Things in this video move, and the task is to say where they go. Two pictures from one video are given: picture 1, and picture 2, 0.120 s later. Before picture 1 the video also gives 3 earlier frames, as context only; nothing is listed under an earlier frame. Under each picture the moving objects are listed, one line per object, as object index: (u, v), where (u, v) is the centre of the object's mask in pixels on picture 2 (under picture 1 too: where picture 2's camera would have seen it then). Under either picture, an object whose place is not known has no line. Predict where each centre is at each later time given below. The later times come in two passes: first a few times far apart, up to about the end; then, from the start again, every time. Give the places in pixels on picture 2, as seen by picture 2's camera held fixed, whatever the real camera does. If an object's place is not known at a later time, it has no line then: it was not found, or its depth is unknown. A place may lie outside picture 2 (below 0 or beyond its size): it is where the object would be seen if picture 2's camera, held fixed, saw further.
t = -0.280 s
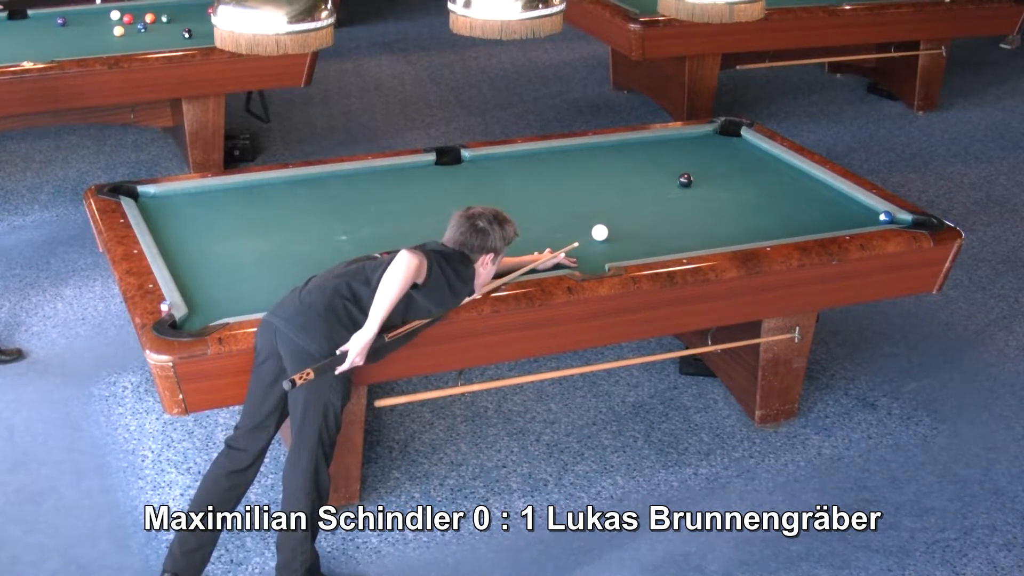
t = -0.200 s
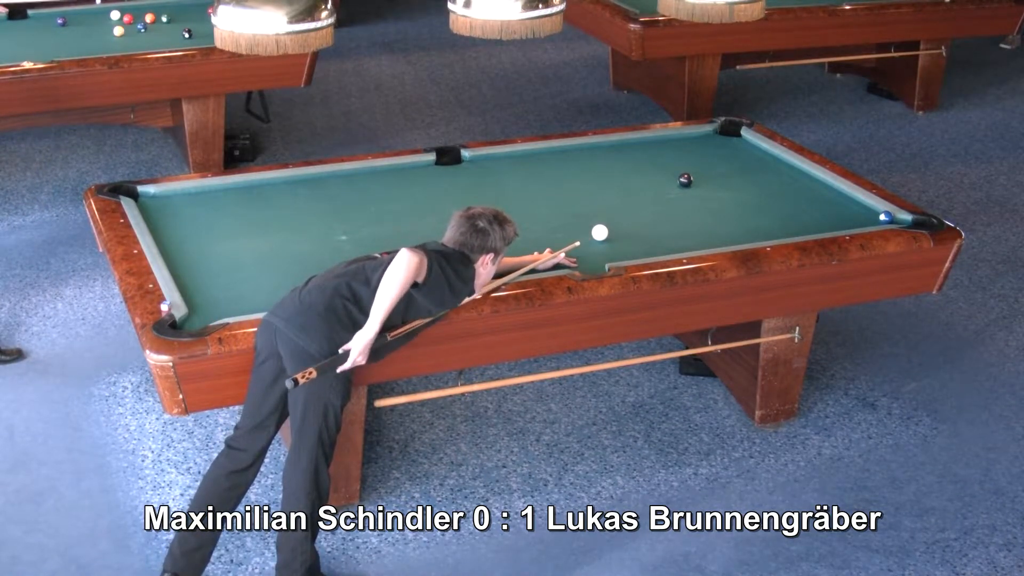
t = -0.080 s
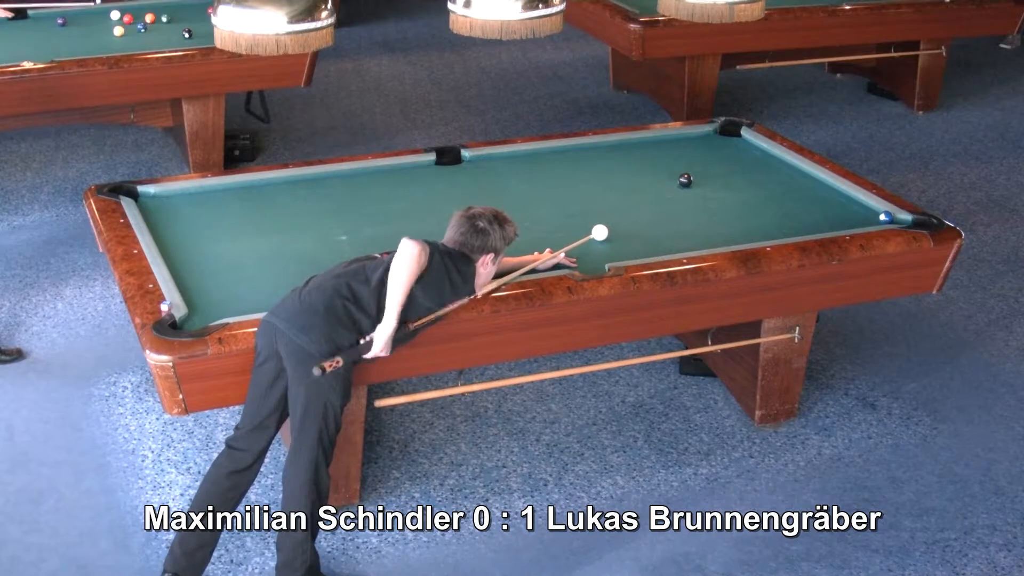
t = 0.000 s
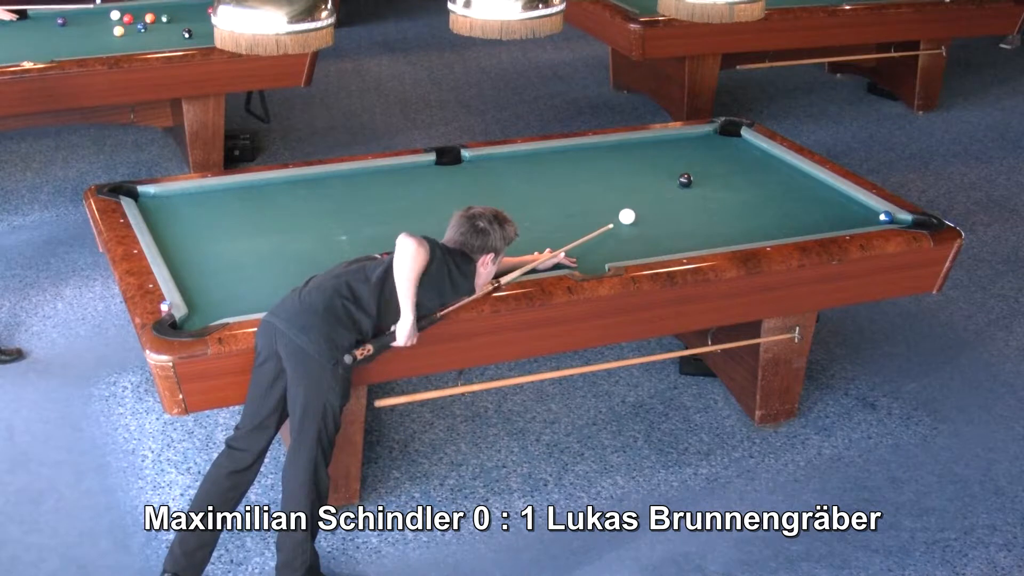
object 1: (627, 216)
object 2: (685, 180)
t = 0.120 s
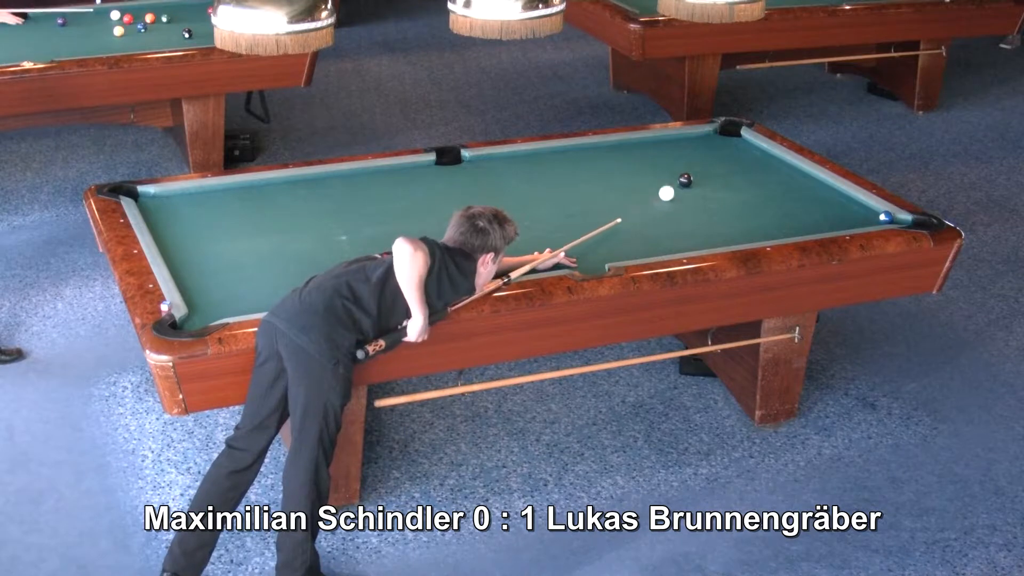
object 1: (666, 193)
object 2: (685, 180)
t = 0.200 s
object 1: (685, 184)
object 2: (689, 174)
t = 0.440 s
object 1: (720, 182)
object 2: (711, 147)
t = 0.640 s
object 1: (748, 178)
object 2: (721, 131)
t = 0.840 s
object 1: (775, 175)
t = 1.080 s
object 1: (800, 171)
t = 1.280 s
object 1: (789, 174)
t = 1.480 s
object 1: (778, 176)
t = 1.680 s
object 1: (768, 178)
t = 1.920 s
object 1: (757, 180)
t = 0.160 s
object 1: (678, 186)
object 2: (686, 179)
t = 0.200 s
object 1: (685, 184)
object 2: (689, 174)
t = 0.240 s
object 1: (690, 185)
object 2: (693, 170)
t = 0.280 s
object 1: (696, 185)
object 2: (697, 165)
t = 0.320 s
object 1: (702, 184)
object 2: (700, 160)
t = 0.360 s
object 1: (708, 183)
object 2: (704, 155)
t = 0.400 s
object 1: (714, 183)
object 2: (708, 152)
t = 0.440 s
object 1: (720, 182)
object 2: (711, 147)
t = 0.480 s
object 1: (726, 181)
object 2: (714, 143)
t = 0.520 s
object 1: (731, 180)
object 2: (716, 141)
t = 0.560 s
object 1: (737, 180)
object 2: (720, 137)
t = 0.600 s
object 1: (743, 179)
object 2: (721, 133)
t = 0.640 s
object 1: (748, 178)
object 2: (721, 131)
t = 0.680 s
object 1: (754, 177)
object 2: (726, 130)
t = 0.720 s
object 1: (759, 177)
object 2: (728, 132)
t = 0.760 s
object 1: (765, 176)
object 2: (734, 135)
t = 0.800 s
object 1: (770, 175)
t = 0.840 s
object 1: (775, 175)
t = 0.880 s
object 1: (781, 174)
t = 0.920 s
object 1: (786, 173)
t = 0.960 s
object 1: (791, 173)
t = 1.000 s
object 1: (796, 172)
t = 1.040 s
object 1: (801, 171)
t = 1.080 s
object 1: (800, 171)
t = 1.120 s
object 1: (798, 172)
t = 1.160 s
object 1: (796, 172)
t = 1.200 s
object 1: (794, 173)
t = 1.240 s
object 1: (791, 173)
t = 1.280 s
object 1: (789, 174)
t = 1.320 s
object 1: (787, 174)
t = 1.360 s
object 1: (785, 175)
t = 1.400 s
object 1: (782, 175)
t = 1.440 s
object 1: (780, 176)
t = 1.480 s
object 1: (778, 176)
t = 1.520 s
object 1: (776, 176)
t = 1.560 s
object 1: (774, 177)
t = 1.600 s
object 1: (772, 177)
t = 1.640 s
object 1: (770, 178)
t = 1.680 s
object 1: (768, 178)
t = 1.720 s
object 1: (766, 178)
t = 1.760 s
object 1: (764, 179)
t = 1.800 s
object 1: (762, 179)
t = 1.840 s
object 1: (761, 179)
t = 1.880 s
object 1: (759, 180)
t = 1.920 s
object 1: (757, 180)
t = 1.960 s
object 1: (755, 181)
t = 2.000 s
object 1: (753, 181)
